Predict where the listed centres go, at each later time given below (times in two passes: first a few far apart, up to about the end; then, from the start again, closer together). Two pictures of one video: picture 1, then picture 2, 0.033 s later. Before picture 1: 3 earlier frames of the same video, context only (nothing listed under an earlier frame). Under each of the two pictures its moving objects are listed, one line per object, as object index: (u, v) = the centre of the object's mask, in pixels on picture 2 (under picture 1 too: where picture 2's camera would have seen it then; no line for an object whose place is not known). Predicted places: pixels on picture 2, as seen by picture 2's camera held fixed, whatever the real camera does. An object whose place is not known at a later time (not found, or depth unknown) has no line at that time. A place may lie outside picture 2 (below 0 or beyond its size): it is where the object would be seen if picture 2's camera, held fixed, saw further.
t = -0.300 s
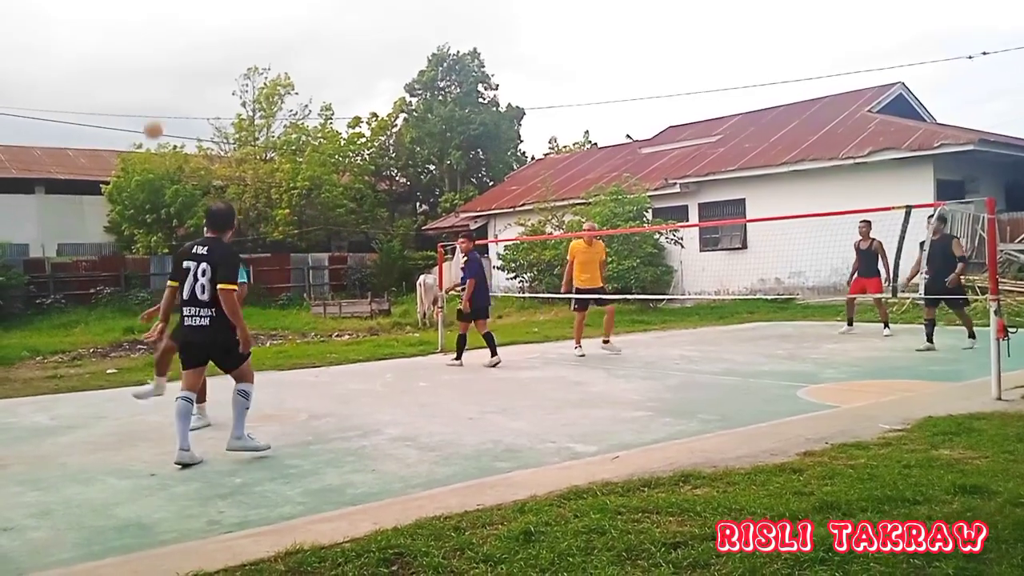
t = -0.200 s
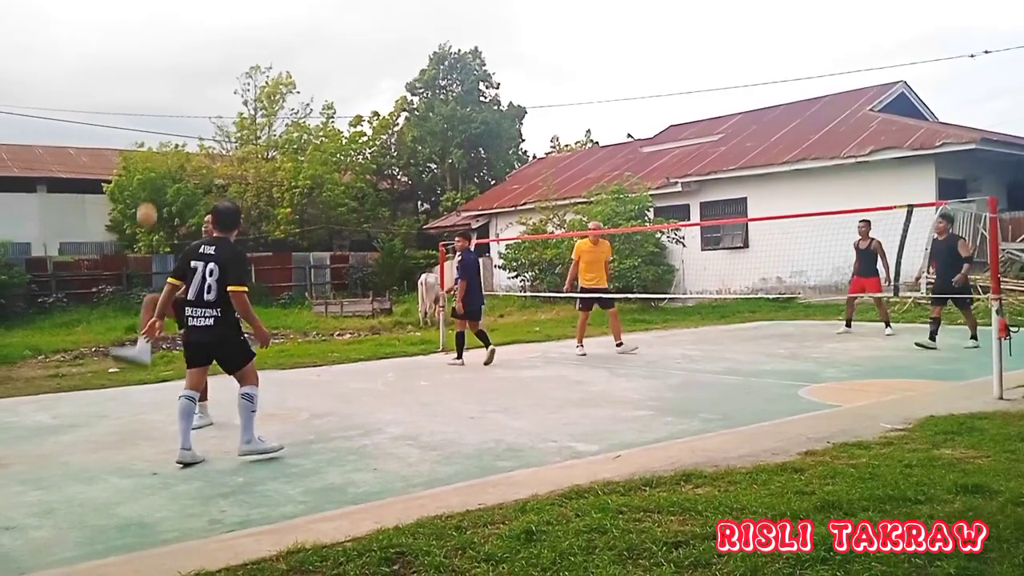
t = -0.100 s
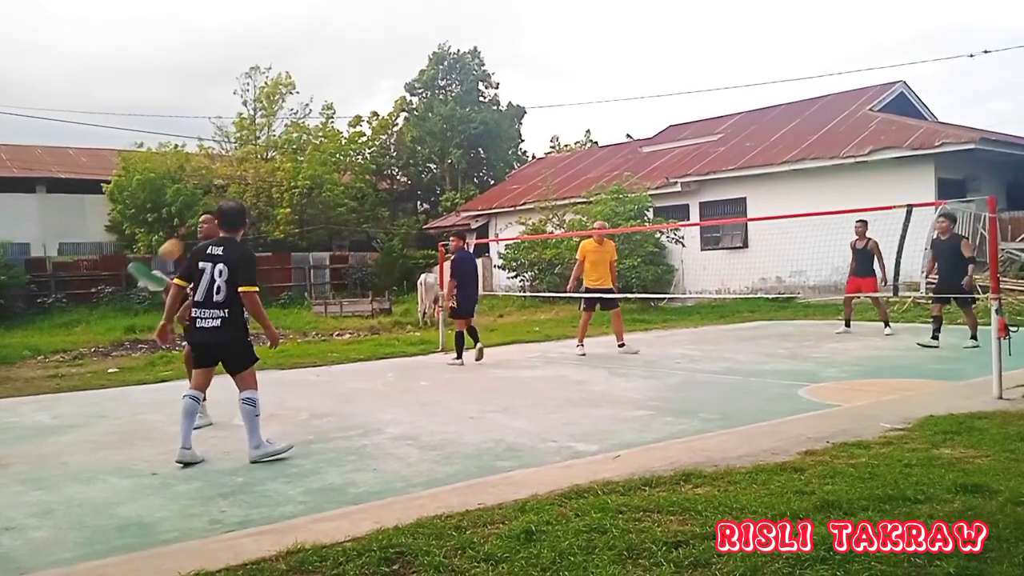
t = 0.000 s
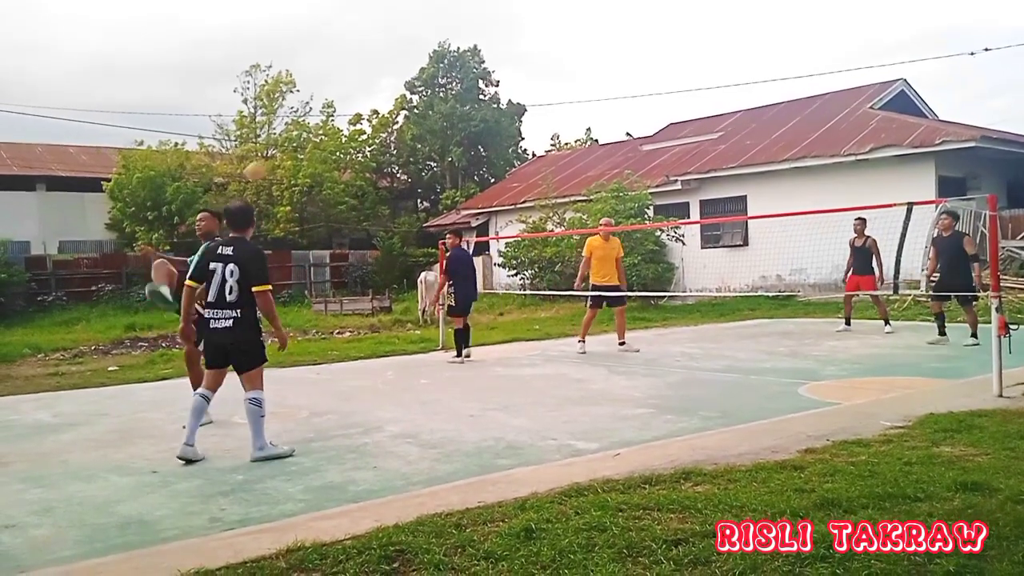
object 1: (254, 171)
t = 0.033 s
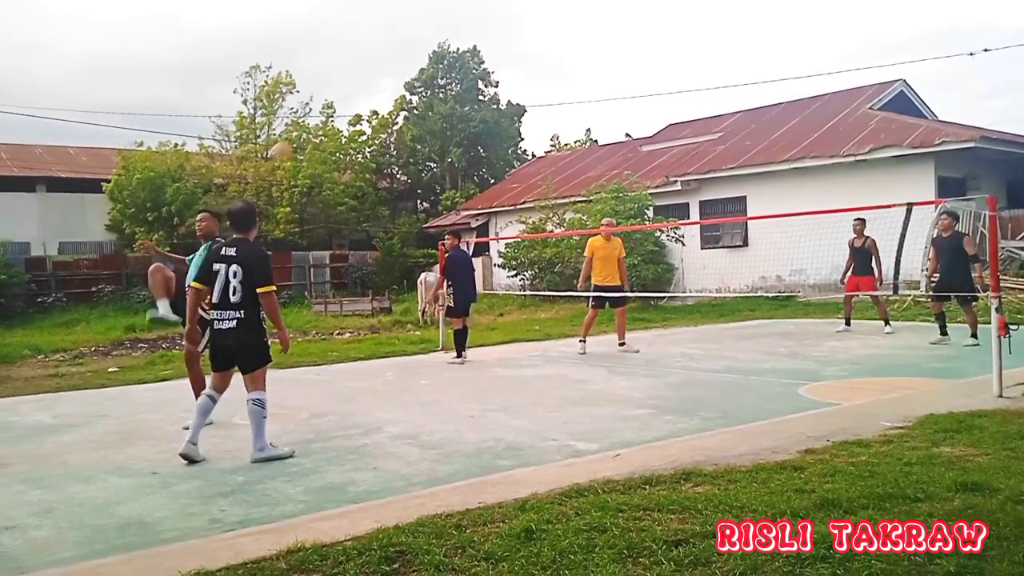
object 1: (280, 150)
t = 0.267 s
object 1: (436, 59)
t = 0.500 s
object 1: (557, 46)
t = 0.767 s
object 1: (667, 92)
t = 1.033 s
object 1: (752, 185)
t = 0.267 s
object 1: (436, 59)
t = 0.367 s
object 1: (491, 47)
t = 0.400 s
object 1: (509, 45)
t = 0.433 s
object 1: (525, 44)
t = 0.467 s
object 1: (541, 44)
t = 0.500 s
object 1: (557, 46)
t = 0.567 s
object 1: (587, 52)
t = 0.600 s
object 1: (602, 56)
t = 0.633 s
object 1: (615, 62)
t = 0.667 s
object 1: (628, 69)
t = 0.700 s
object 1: (641, 75)
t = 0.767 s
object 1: (667, 92)
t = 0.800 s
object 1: (678, 102)
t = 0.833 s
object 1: (690, 112)
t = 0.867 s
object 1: (701, 122)
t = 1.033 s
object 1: (752, 185)
